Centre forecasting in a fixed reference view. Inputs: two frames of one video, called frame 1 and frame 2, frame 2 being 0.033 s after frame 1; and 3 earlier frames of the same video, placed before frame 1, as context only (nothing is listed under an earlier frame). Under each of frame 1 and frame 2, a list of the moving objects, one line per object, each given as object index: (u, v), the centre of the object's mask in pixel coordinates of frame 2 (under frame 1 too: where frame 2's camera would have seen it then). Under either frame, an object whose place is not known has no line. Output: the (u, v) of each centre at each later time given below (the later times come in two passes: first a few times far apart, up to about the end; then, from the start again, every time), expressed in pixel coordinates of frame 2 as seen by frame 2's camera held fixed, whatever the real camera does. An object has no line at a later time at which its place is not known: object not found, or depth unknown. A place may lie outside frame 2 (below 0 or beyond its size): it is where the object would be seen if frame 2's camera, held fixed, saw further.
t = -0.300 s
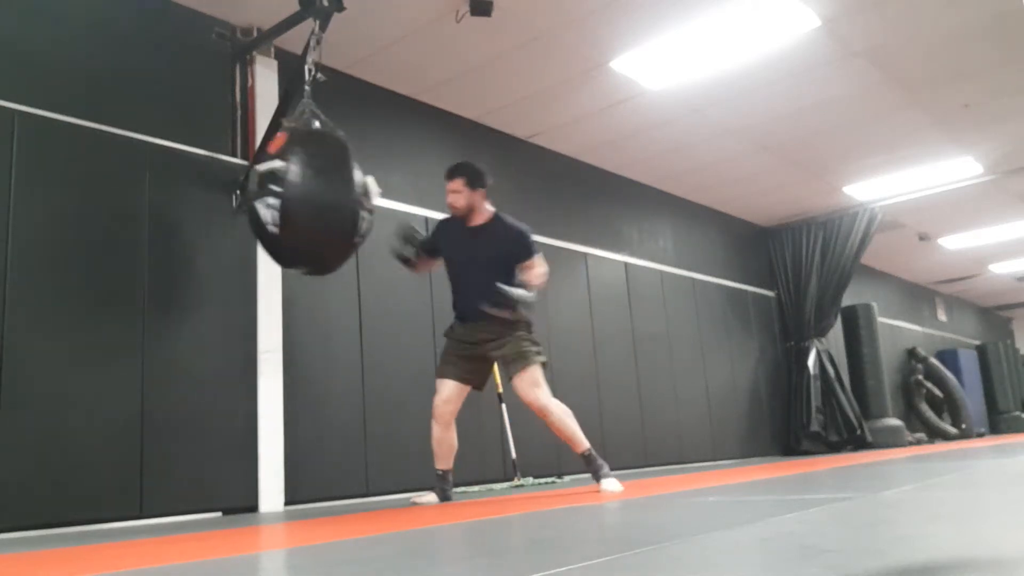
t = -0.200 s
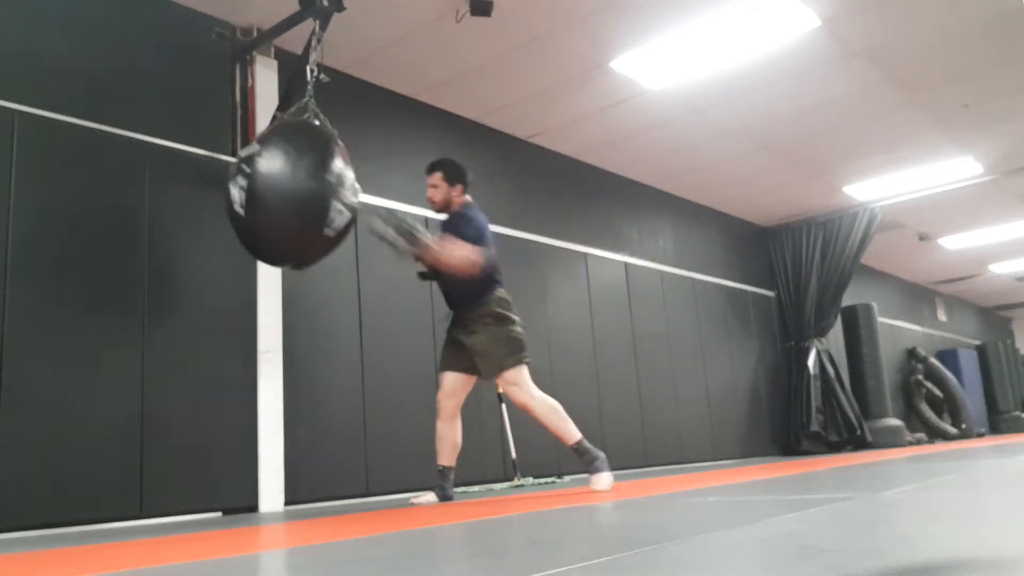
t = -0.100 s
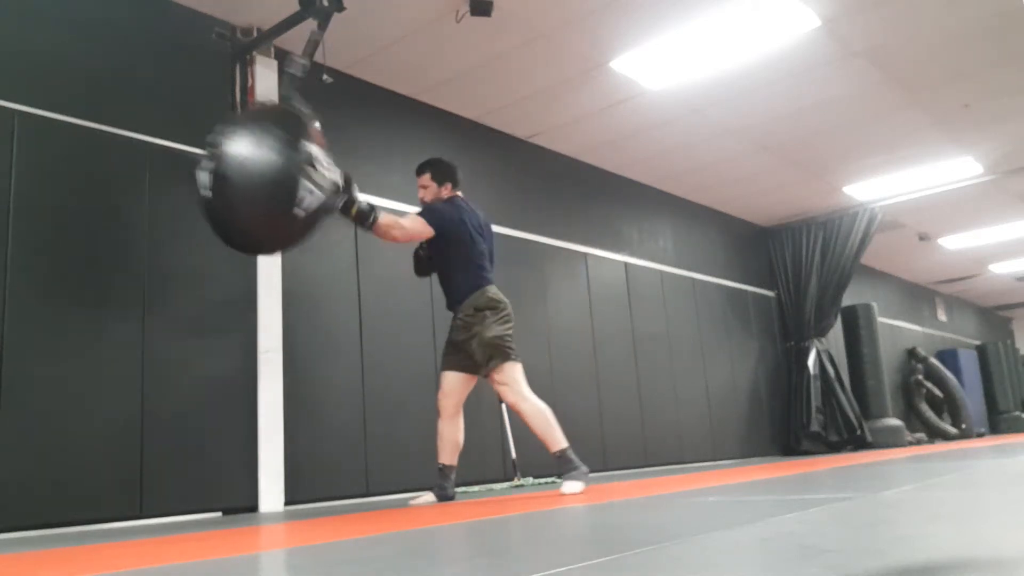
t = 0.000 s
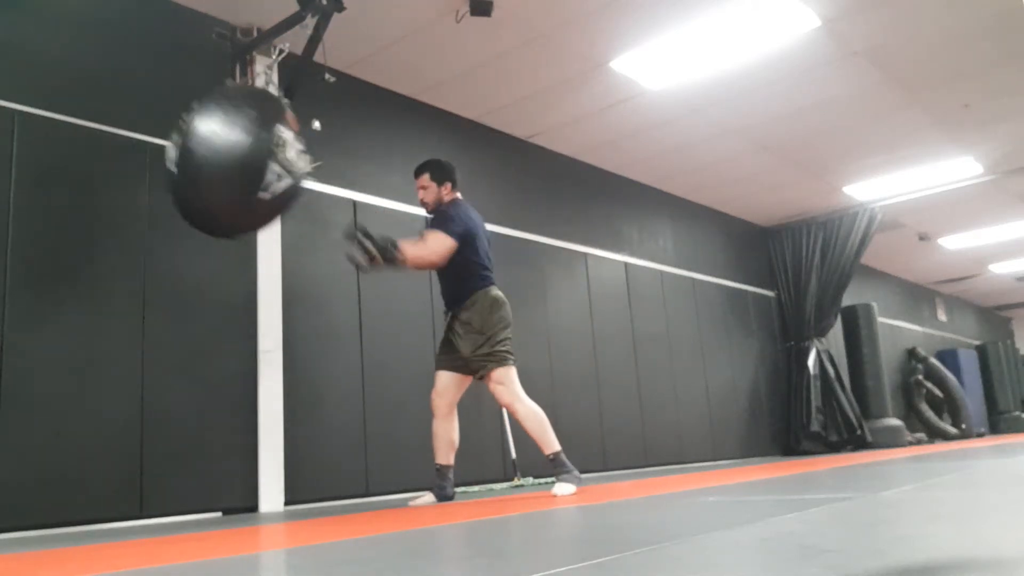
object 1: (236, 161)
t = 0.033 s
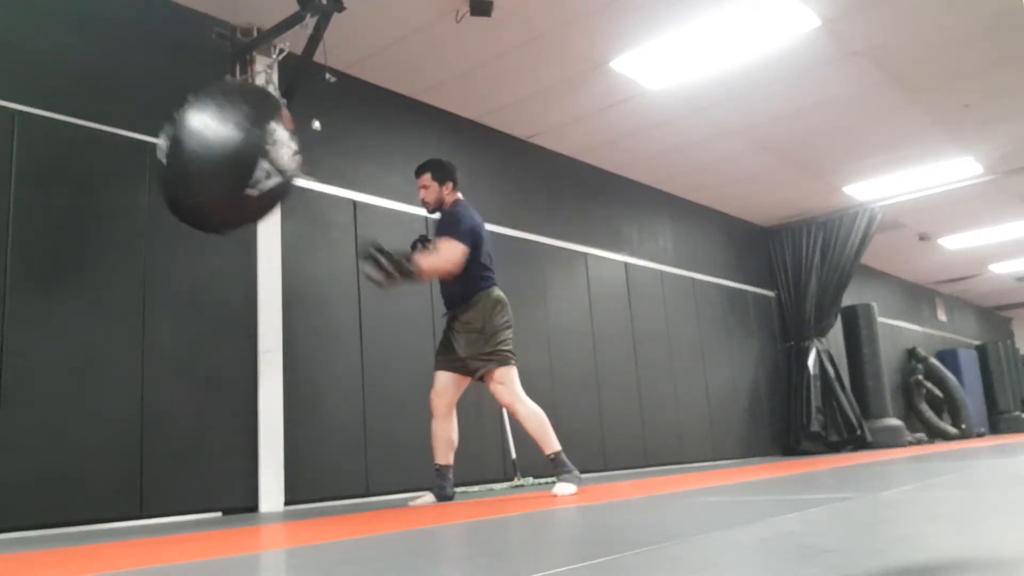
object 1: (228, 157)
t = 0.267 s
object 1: (207, 134)
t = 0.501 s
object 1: (233, 156)
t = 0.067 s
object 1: (221, 152)
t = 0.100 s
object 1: (216, 147)
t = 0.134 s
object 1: (213, 143)
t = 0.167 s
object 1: (210, 139)
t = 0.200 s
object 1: (208, 136)
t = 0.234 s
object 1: (207, 134)
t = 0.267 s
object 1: (207, 134)
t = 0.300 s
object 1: (206, 135)
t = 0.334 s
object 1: (207, 137)
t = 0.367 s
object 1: (210, 140)
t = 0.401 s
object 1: (214, 142)
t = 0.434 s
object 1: (219, 146)
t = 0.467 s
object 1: (225, 150)
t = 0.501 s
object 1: (233, 156)
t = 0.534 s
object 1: (243, 162)
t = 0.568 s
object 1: (253, 169)
